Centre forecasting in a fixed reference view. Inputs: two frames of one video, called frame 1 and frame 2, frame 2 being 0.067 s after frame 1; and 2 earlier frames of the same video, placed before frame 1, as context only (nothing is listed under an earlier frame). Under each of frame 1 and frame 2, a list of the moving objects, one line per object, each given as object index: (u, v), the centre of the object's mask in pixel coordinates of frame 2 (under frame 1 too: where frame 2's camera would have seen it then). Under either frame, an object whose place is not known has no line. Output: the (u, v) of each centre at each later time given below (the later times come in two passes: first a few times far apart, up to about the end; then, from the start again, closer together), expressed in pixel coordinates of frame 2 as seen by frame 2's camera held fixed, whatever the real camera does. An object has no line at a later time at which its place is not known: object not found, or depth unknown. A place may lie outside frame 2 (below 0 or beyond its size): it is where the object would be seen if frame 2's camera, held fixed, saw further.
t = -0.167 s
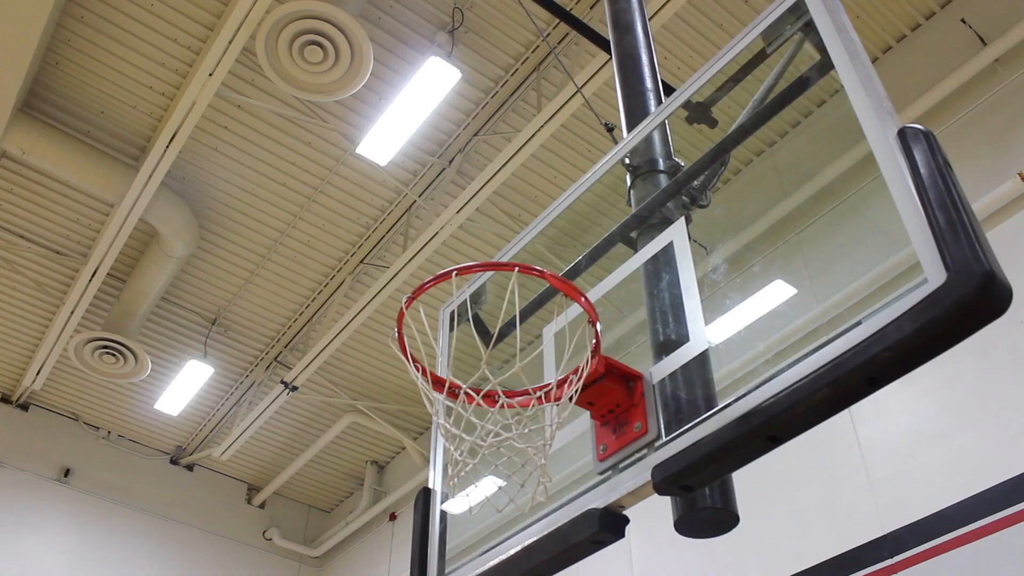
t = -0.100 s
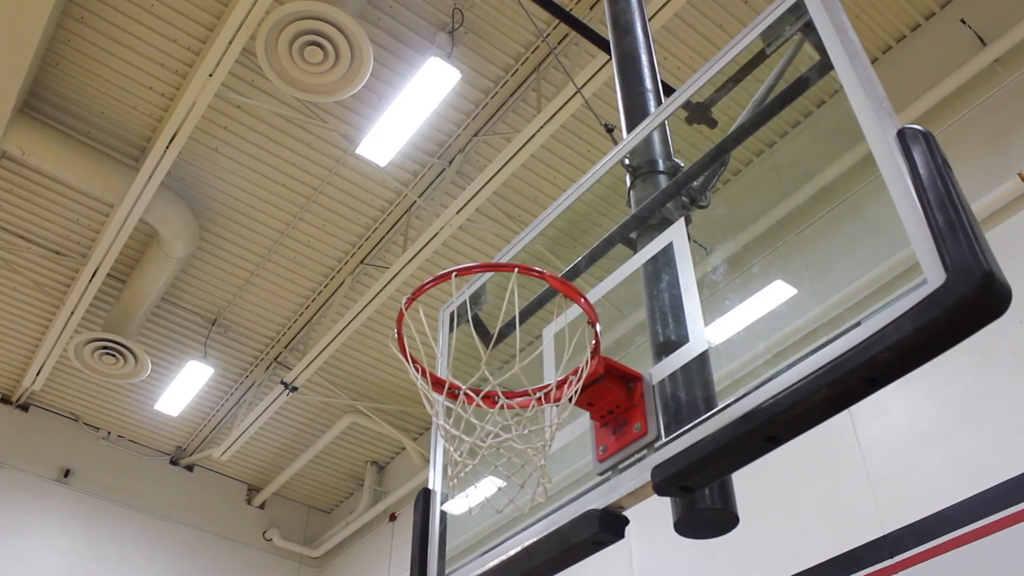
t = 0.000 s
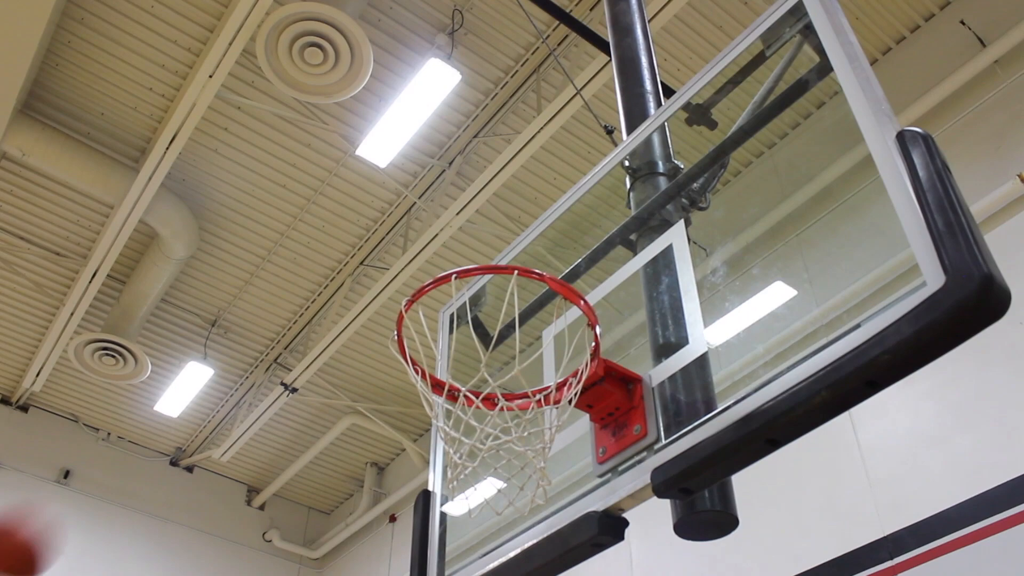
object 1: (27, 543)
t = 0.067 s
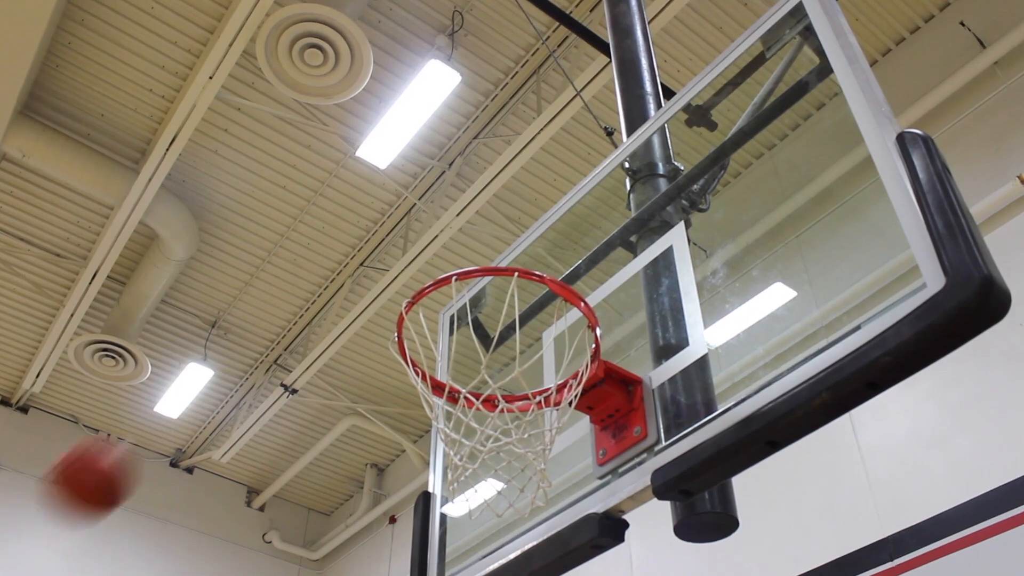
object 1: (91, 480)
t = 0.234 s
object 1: (265, 357)
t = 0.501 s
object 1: (509, 309)
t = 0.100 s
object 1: (126, 451)
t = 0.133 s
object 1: (160, 426)
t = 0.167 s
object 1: (204, 394)
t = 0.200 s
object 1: (235, 376)
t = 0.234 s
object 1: (265, 357)
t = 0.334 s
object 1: (357, 319)
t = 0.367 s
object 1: (380, 307)
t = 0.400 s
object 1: (415, 306)
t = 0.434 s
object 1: (447, 304)
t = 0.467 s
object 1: (478, 306)
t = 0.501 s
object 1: (509, 309)
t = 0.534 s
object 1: (515, 308)
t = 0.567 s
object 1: (510, 302)
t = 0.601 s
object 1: (506, 306)
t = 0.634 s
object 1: (500, 307)
